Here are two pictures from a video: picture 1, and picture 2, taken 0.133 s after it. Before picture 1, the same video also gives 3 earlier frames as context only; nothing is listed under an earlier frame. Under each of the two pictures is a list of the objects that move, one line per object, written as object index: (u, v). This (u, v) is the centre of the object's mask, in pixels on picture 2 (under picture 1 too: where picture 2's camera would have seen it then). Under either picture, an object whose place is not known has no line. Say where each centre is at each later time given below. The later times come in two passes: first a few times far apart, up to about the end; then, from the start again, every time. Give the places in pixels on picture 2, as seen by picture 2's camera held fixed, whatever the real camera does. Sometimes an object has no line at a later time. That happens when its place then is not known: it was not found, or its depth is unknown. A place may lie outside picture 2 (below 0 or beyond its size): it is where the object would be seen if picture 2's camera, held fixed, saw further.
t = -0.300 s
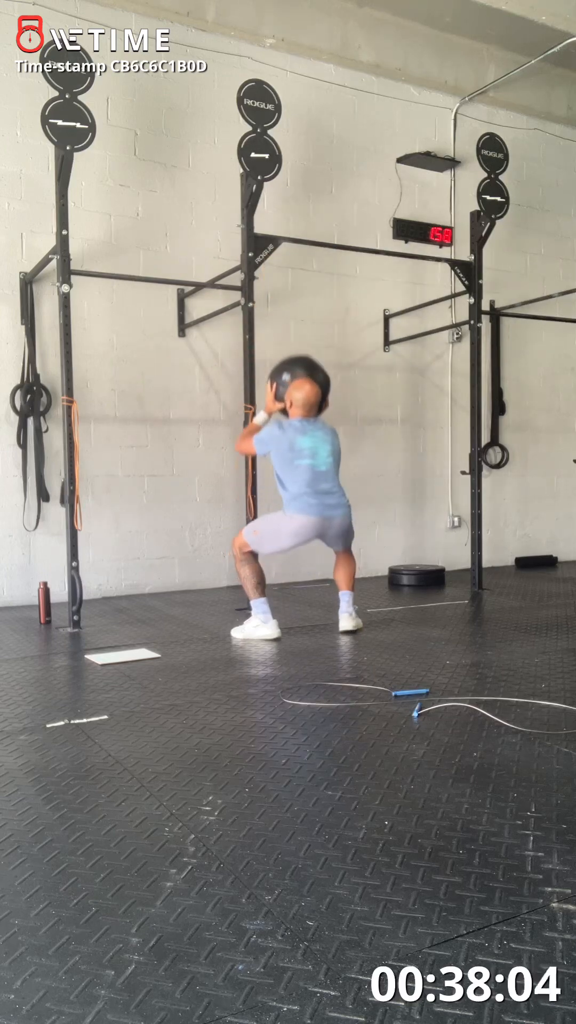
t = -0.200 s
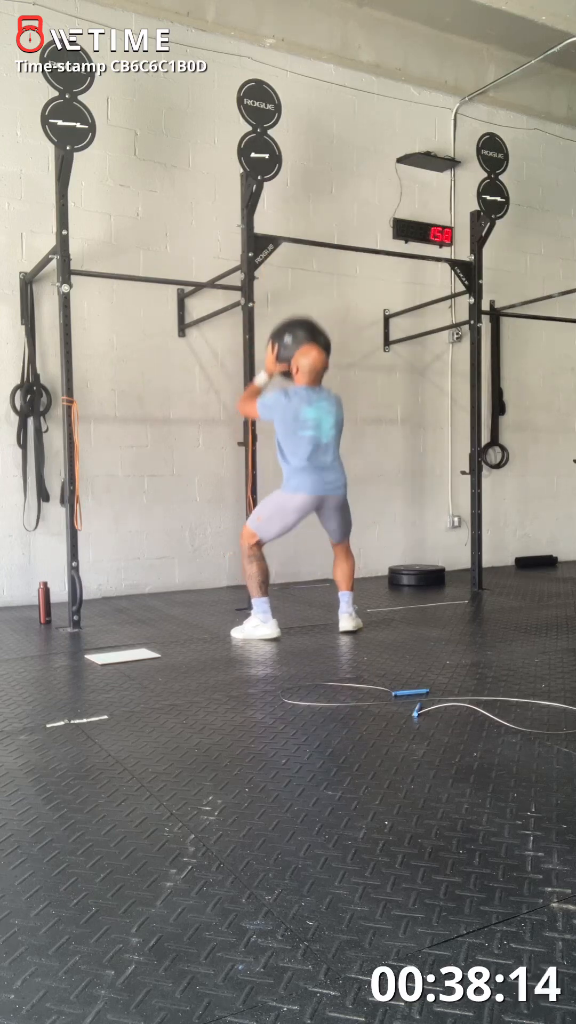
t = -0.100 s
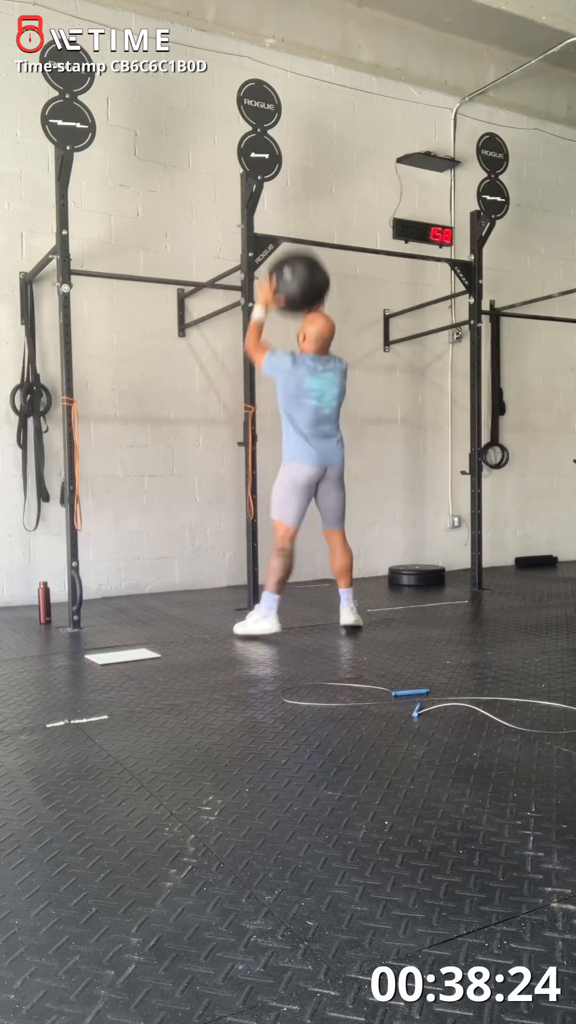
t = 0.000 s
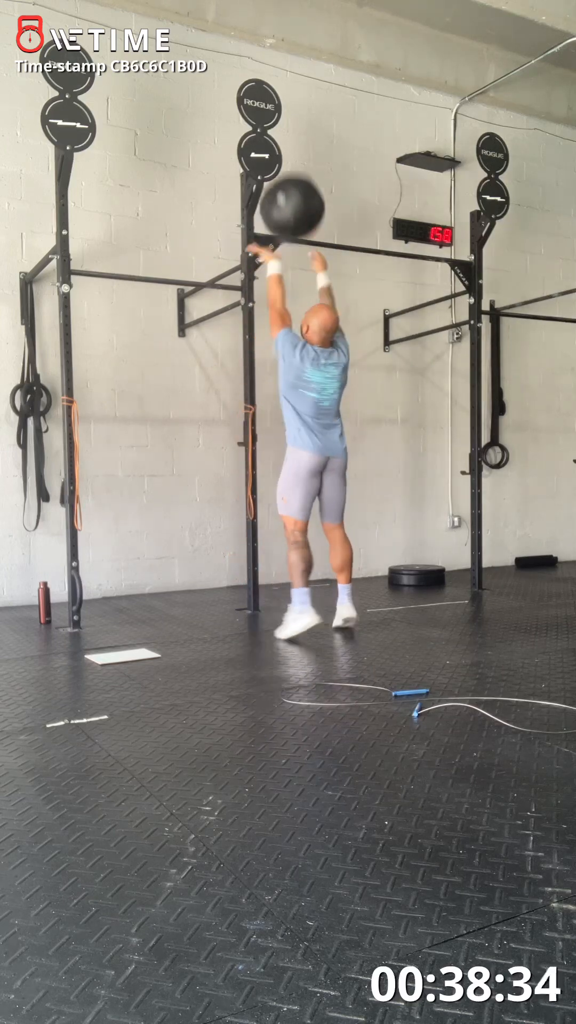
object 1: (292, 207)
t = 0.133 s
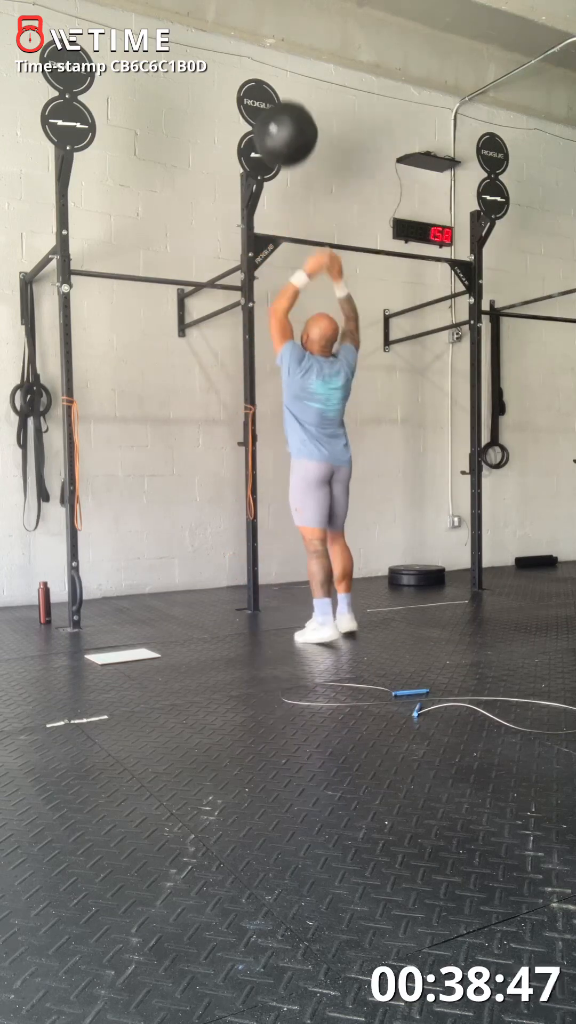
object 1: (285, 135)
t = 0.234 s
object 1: (280, 101)
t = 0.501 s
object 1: (270, 96)
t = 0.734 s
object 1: (278, 166)
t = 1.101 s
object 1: (294, 470)
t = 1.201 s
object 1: (300, 595)
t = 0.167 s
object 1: (284, 122)
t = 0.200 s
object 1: (282, 110)
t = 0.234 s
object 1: (280, 101)
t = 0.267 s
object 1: (275, 96)
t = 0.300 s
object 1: (273, 92)
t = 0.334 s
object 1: (272, 90)
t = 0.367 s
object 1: (271, 89)
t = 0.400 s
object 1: (270, 89)
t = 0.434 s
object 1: (269, 91)
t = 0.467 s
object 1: (269, 93)
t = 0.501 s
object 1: (270, 96)
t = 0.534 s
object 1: (271, 99)
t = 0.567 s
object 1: (271, 105)
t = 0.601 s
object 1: (271, 111)
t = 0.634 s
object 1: (275, 124)
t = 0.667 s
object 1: (277, 137)
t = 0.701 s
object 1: (277, 151)
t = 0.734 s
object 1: (278, 166)
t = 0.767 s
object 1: (280, 184)
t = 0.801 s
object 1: (282, 204)
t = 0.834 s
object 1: (283, 226)
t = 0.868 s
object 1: (284, 250)
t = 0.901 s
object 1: (286, 277)
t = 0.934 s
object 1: (287, 304)
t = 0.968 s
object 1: (288, 334)
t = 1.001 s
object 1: (290, 365)
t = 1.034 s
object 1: (291, 398)
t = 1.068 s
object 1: (293, 433)
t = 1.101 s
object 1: (294, 470)
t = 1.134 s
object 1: (295, 510)
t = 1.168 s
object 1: (297, 551)
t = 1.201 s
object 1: (300, 595)
